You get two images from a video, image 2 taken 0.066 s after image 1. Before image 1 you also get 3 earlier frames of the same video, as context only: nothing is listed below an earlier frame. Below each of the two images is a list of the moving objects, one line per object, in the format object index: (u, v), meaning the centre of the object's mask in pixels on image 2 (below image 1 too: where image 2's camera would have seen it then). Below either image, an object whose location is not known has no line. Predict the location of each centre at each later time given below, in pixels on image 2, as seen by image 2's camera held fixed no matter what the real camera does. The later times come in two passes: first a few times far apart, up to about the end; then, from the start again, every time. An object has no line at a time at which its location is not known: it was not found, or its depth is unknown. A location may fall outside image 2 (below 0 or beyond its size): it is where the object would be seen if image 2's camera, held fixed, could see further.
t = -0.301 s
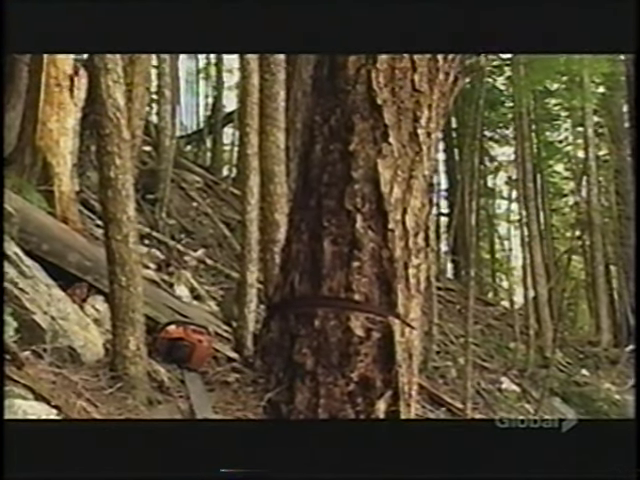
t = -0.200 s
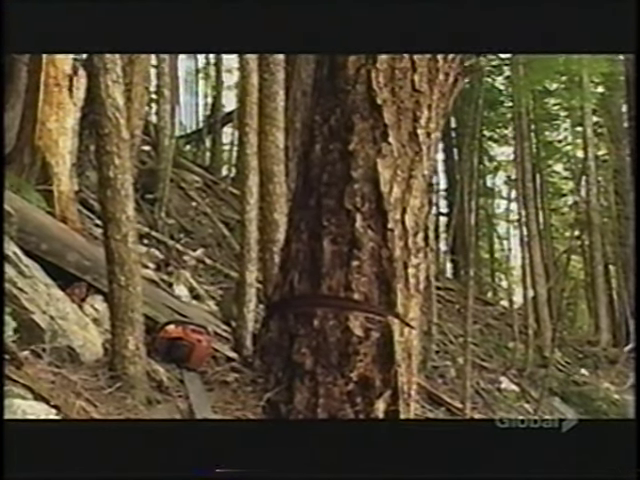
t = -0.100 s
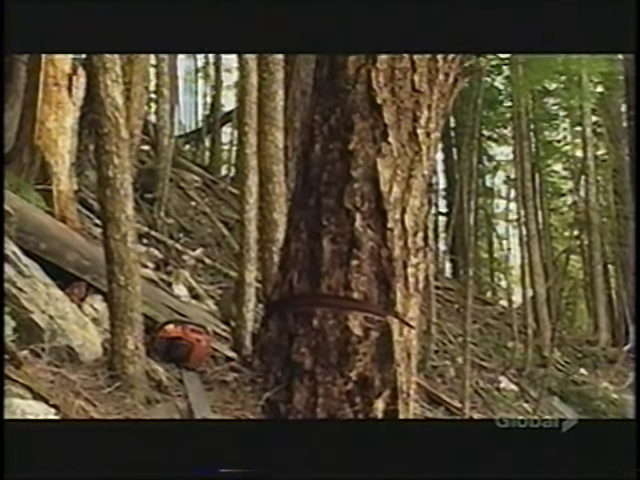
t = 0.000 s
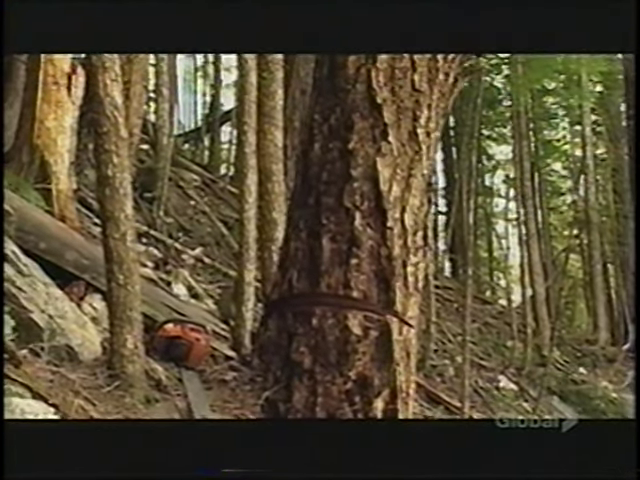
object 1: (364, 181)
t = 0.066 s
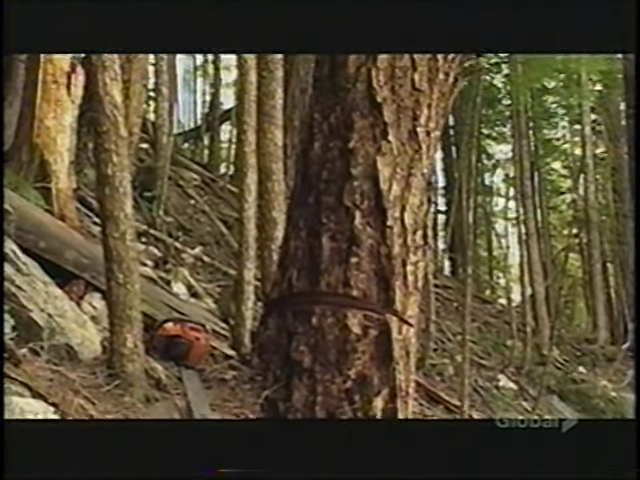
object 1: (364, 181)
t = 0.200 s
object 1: (365, 182)
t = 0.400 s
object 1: (366, 182)
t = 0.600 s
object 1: (366, 182)
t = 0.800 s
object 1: (367, 184)
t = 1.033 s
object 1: (370, 186)
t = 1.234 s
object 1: (371, 188)
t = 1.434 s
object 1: (373, 190)
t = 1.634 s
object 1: (382, 174)
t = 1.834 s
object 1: (387, 173)
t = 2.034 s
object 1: (391, 172)
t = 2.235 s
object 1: (398, 171)
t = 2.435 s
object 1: (405, 171)
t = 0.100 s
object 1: (365, 181)
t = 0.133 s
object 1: (364, 181)
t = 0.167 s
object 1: (365, 181)
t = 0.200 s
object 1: (365, 182)
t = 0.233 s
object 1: (365, 182)
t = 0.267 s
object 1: (365, 181)
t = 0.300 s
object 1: (365, 182)
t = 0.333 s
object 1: (365, 182)
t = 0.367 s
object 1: (365, 182)
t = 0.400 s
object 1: (366, 182)
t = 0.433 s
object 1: (366, 182)
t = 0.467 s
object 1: (366, 182)
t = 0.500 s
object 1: (366, 182)
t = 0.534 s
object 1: (366, 182)
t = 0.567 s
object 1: (366, 182)
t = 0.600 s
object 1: (366, 182)
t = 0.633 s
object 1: (366, 183)
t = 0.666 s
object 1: (367, 183)
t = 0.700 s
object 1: (367, 183)
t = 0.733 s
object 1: (367, 183)
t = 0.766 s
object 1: (367, 184)
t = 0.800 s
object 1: (367, 184)
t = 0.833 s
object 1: (367, 184)
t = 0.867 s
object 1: (367, 185)
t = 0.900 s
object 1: (368, 185)
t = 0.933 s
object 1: (369, 185)
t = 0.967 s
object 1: (369, 185)
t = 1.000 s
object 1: (370, 186)
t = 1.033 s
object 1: (370, 186)
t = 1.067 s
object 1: (370, 185)
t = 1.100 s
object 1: (370, 184)
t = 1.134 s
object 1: (371, 181)
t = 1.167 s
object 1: (371, 187)
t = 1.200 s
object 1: (371, 188)
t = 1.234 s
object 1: (371, 188)
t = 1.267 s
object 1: (371, 189)
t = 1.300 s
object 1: (372, 189)
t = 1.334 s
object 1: (372, 189)
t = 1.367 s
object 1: (372, 189)
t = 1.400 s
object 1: (373, 190)
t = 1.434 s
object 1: (373, 190)
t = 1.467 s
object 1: (373, 190)
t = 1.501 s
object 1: (374, 189)
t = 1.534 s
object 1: (374, 190)
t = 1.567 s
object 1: (376, 190)
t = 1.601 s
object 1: (382, 175)
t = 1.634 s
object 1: (382, 174)
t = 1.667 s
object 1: (383, 174)
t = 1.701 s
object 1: (384, 174)
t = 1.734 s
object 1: (384, 174)
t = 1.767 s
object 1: (385, 174)
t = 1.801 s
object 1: (386, 174)
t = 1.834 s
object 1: (387, 173)
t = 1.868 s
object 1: (388, 173)
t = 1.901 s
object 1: (388, 173)
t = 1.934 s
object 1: (388, 172)
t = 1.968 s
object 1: (390, 173)
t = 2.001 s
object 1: (390, 172)
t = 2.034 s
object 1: (391, 172)
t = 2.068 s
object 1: (391, 172)
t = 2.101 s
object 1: (393, 172)
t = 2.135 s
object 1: (394, 171)
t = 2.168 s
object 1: (396, 171)
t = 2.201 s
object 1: (397, 171)
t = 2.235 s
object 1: (398, 171)
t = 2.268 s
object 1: (398, 171)
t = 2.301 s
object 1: (399, 172)
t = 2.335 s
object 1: (401, 172)
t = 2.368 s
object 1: (402, 172)
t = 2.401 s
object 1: (404, 172)
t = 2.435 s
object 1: (405, 171)
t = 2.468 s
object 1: (405, 171)
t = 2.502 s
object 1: (407, 170)
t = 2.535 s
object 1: (408, 171)
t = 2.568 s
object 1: (409, 171)
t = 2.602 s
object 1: (409, 171)
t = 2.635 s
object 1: (412, 172)
